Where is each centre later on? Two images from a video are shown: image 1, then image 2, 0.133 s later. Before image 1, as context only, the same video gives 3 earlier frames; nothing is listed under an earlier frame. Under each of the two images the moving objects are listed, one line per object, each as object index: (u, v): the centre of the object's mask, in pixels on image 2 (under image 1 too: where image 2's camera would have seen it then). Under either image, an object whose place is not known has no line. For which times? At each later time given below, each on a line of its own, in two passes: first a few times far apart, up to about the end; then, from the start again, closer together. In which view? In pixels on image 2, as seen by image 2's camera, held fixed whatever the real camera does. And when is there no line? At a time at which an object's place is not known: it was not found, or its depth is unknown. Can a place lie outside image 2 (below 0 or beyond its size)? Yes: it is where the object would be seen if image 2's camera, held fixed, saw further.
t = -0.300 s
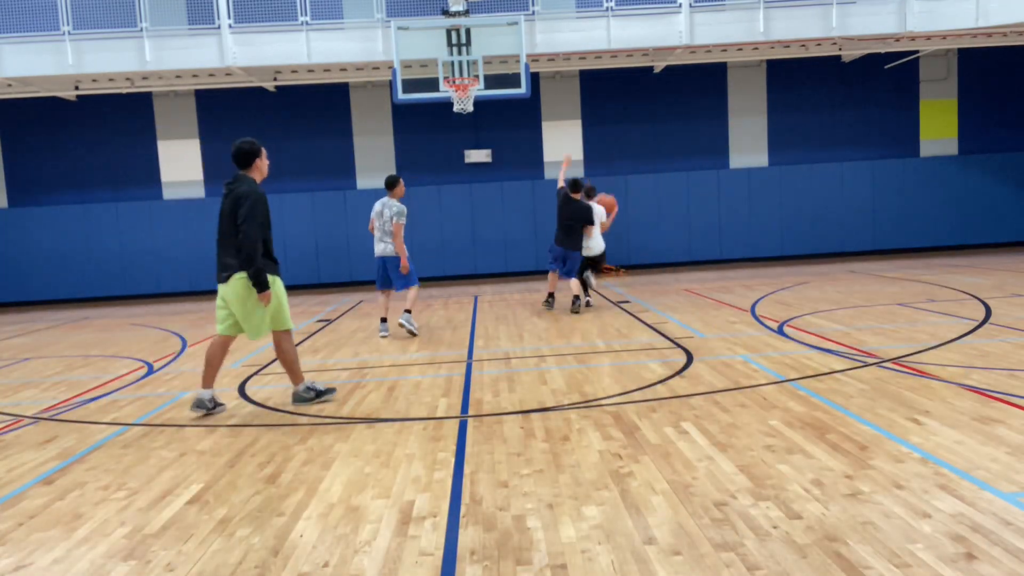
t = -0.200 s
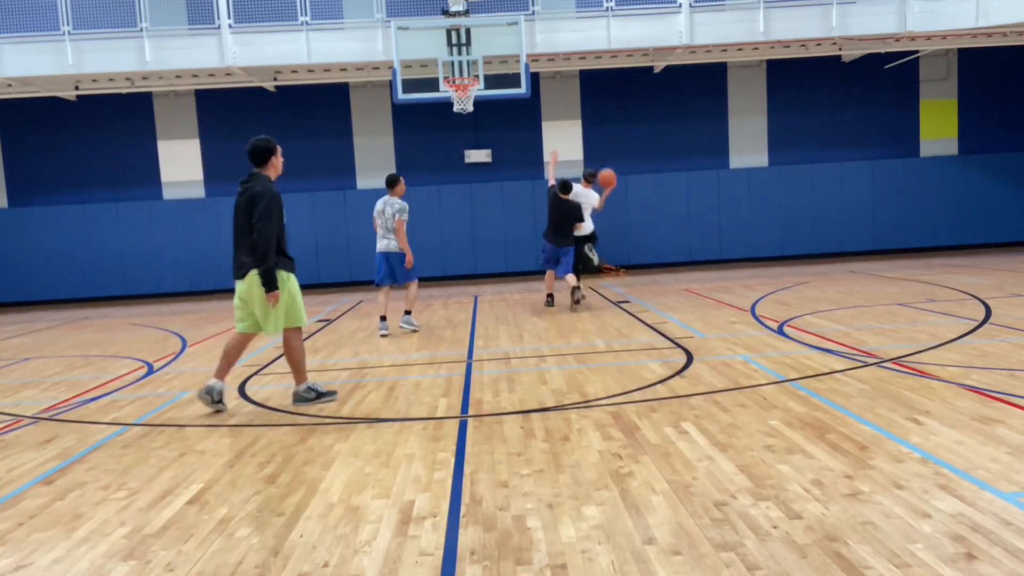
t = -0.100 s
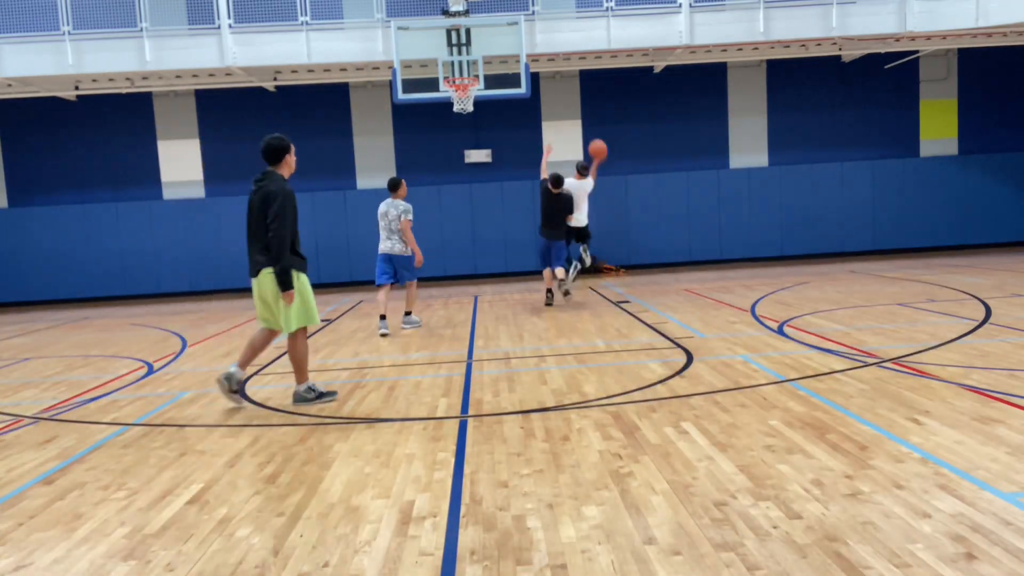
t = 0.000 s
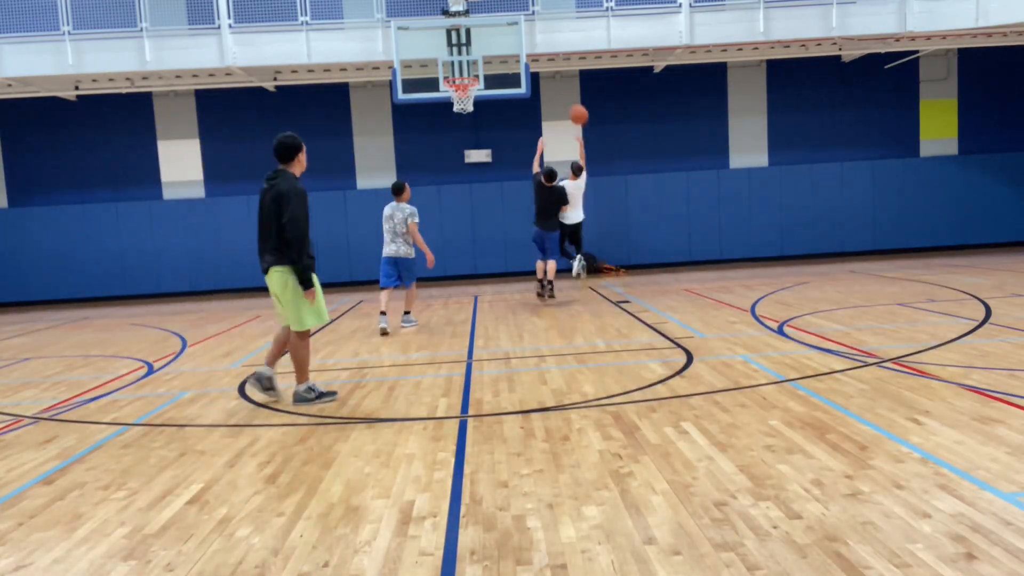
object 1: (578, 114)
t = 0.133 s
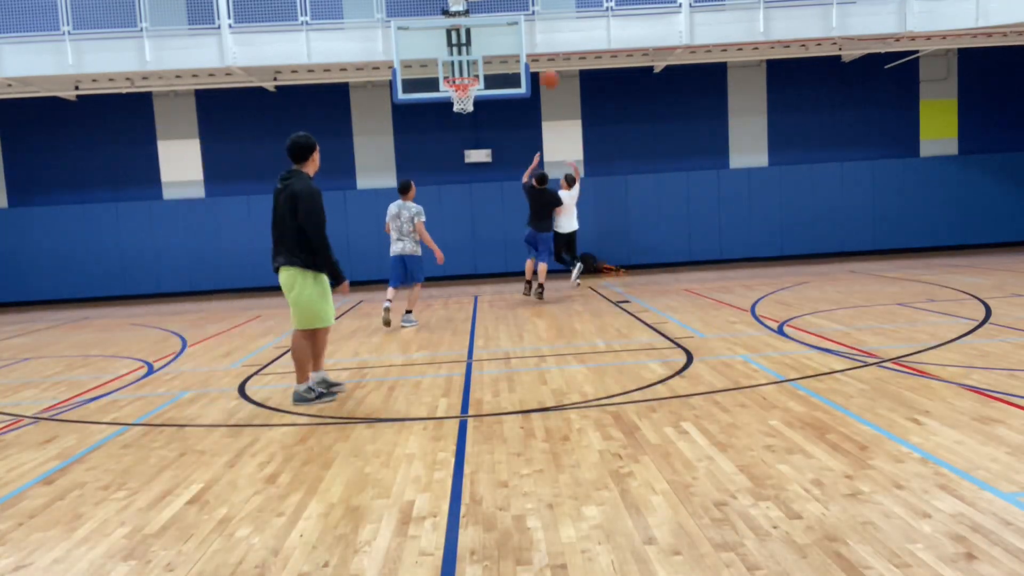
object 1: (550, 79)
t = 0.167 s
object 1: (541, 73)
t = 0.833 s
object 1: (457, 91)
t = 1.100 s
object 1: (475, 106)
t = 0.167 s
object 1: (541, 73)
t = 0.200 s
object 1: (536, 67)
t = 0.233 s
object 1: (529, 61)
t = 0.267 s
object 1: (521, 57)
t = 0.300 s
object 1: (515, 53)
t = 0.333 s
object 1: (508, 50)
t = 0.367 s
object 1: (501, 49)
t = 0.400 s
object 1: (495, 48)
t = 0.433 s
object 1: (488, 48)
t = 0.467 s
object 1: (483, 49)
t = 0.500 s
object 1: (477, 50)
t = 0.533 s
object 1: (473, 51)
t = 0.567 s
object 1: (470, 53)
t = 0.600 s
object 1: (467, 56)
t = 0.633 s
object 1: (464, 60)
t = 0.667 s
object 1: (461, 65)
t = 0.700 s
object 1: (458, 69)
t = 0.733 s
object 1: (454, 76)
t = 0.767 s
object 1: (453, 82)
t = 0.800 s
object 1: (454, 87)
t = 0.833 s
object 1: (457, 91)
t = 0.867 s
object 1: (463, 100)
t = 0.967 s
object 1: (469, 105)
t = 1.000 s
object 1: (471, 103)
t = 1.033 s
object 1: (473, 103)
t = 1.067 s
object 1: (474, 104)
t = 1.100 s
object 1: (475, 106)
